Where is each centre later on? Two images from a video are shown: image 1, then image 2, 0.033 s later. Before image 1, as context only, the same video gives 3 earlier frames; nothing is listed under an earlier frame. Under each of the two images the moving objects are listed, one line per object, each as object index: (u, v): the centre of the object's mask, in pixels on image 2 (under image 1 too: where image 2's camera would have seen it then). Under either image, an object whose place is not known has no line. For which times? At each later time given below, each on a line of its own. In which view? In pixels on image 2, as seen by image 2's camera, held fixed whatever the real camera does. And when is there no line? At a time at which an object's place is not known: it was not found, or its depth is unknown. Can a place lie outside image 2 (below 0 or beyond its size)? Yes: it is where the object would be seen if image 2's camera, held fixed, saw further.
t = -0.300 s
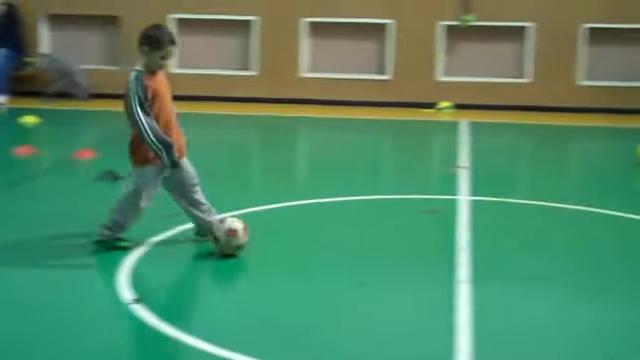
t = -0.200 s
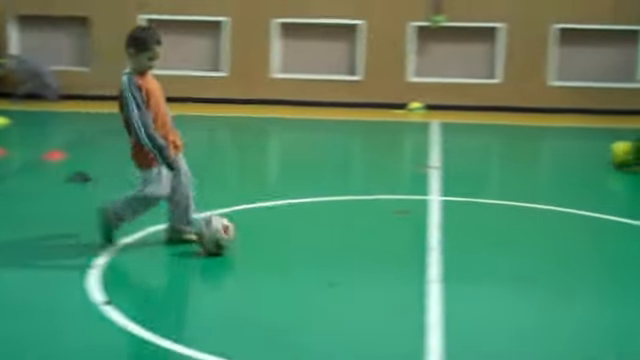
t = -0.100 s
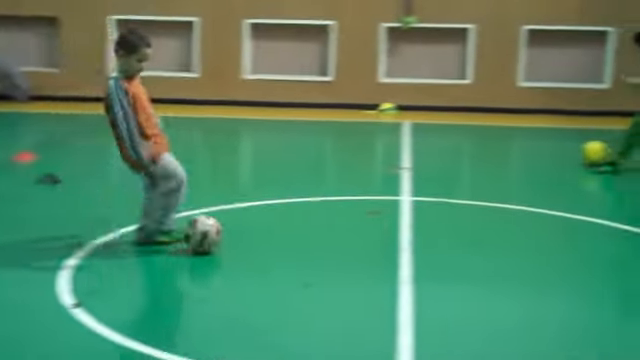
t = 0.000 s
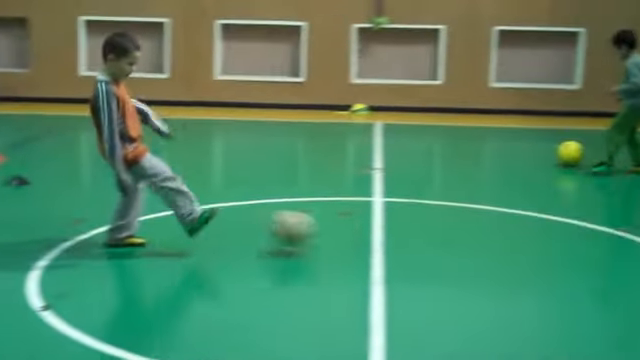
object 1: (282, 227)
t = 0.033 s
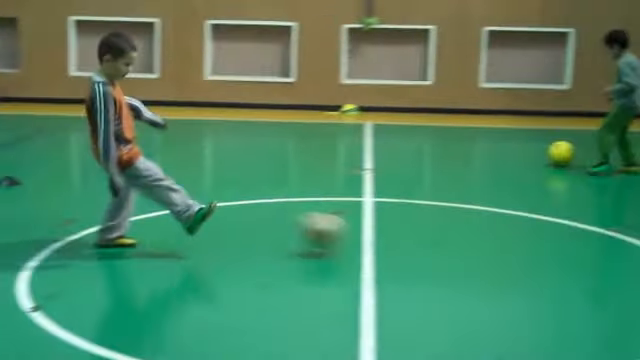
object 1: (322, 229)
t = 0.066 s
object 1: (359, 235)
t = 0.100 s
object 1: (396, 235)
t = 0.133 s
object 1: (428, 234)
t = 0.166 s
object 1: (463, 234)
